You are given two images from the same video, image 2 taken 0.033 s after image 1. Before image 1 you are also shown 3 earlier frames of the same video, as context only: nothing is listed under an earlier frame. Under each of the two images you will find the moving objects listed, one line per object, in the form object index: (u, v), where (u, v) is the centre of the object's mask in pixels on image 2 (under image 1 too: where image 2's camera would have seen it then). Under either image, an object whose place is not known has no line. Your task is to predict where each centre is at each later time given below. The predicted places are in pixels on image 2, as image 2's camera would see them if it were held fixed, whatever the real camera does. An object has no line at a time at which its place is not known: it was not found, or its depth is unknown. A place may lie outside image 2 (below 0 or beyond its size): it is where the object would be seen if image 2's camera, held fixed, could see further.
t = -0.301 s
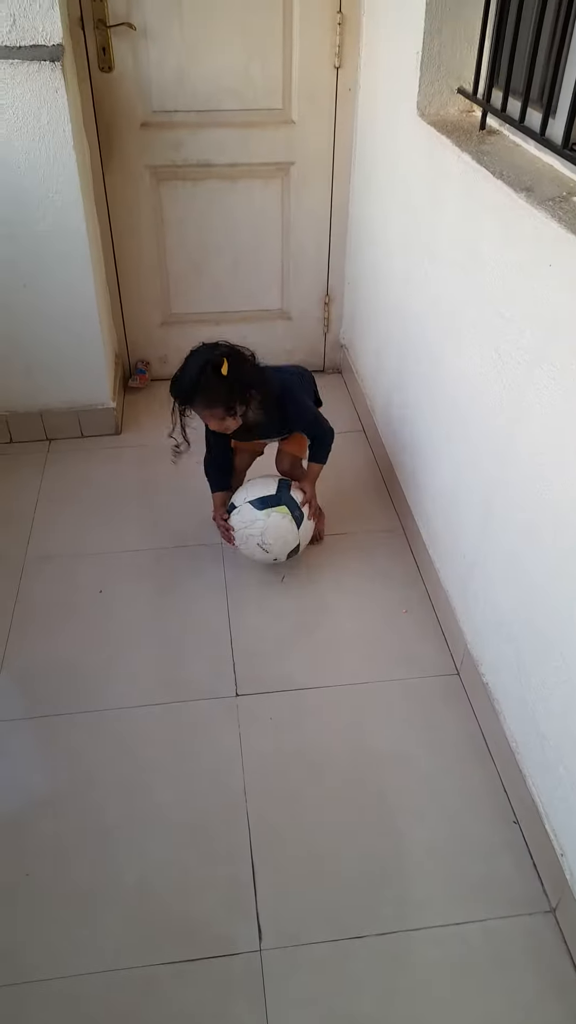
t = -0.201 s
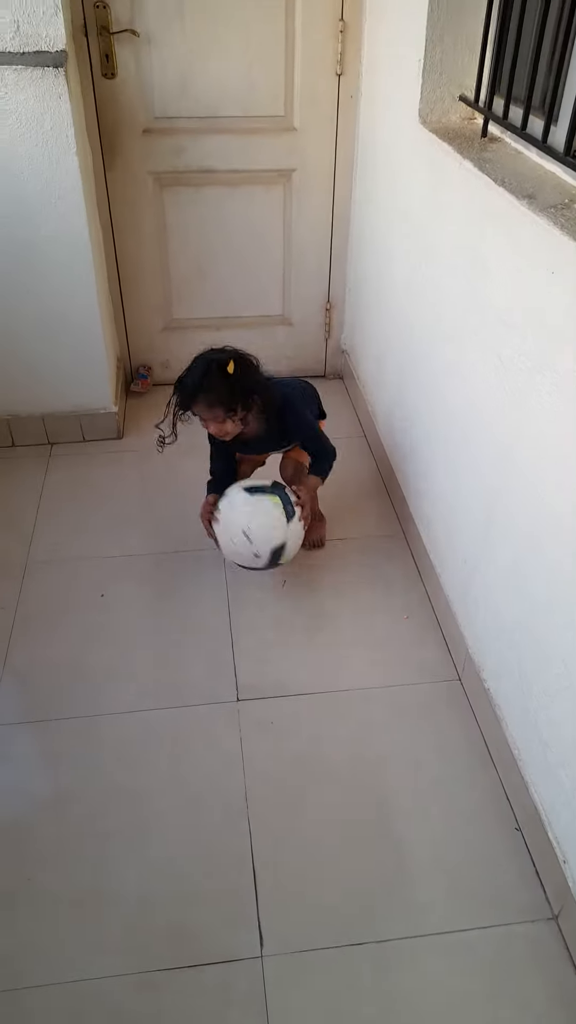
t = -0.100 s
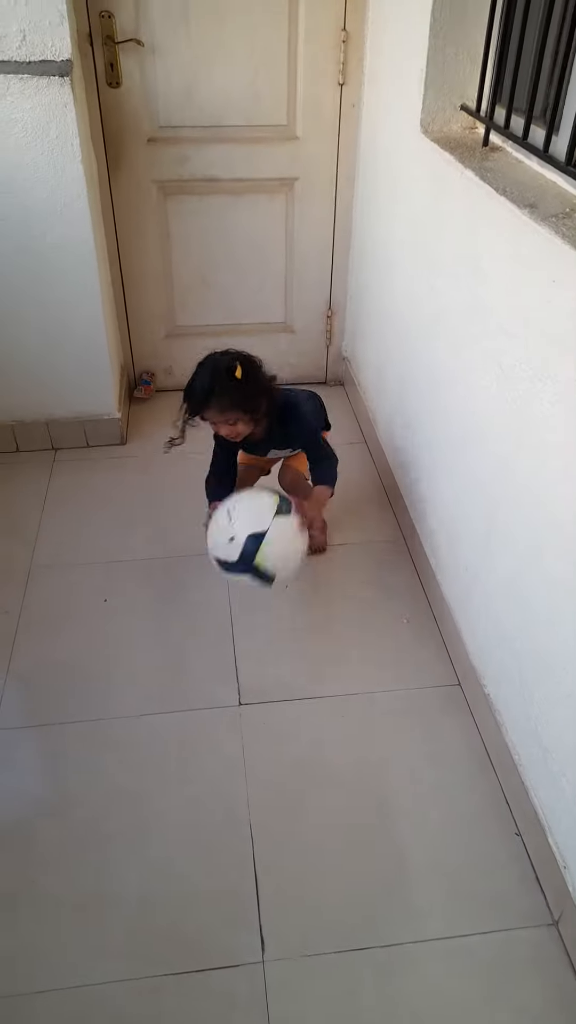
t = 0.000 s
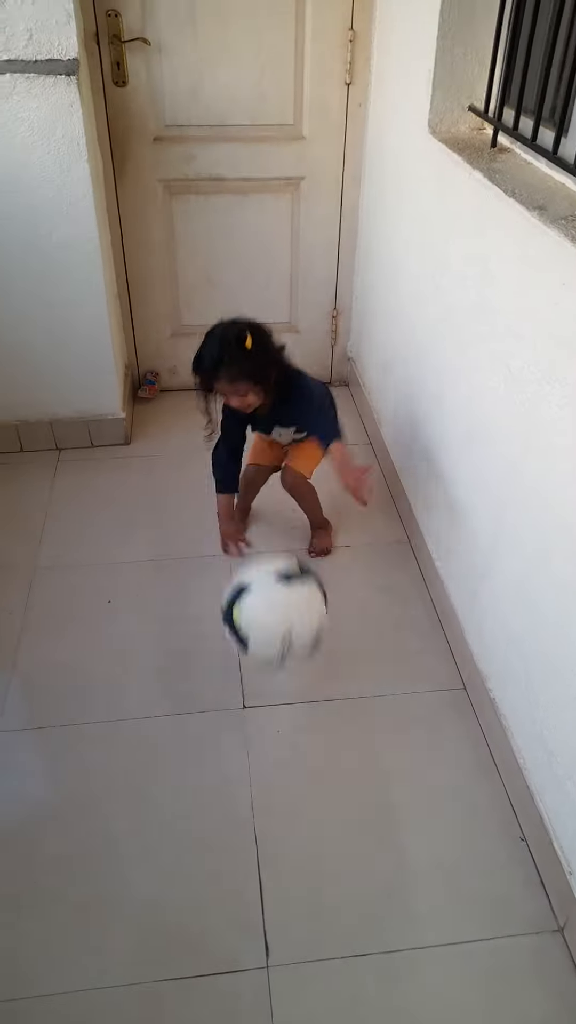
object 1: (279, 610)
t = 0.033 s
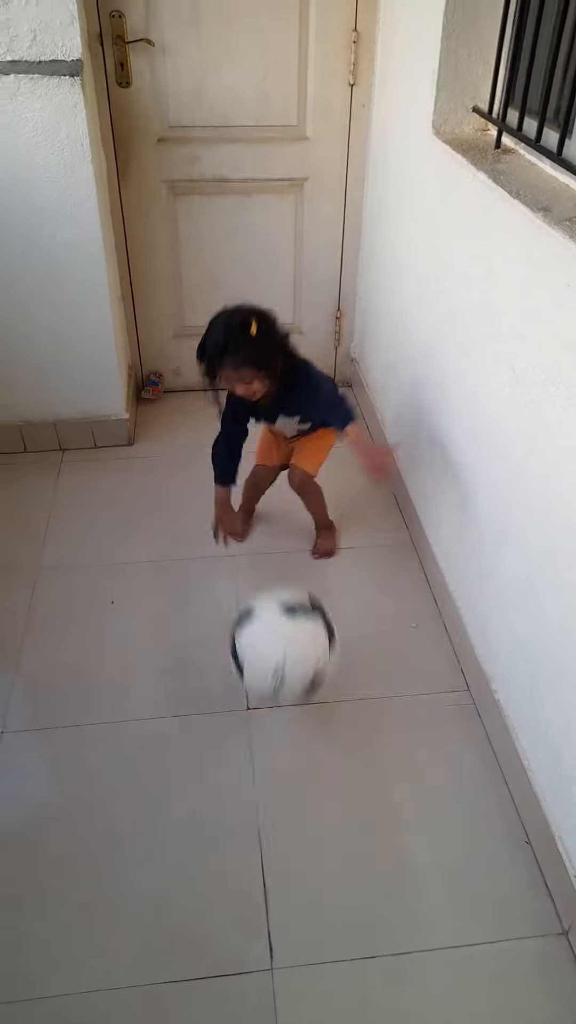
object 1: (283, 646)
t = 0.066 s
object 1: (288, 684)
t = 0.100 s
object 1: (294, 714)
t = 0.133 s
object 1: (298, 711)
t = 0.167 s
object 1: (300, 710)
